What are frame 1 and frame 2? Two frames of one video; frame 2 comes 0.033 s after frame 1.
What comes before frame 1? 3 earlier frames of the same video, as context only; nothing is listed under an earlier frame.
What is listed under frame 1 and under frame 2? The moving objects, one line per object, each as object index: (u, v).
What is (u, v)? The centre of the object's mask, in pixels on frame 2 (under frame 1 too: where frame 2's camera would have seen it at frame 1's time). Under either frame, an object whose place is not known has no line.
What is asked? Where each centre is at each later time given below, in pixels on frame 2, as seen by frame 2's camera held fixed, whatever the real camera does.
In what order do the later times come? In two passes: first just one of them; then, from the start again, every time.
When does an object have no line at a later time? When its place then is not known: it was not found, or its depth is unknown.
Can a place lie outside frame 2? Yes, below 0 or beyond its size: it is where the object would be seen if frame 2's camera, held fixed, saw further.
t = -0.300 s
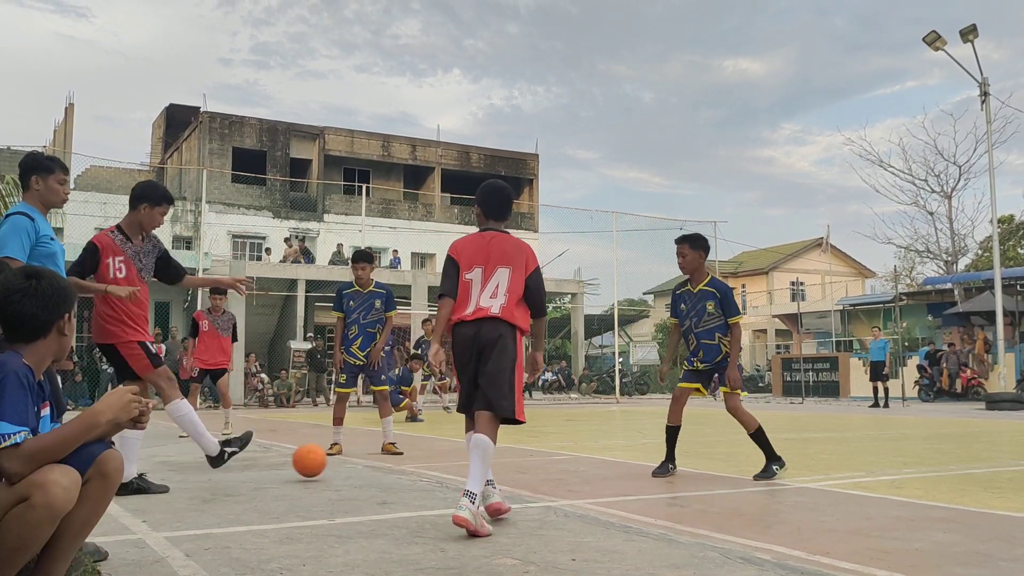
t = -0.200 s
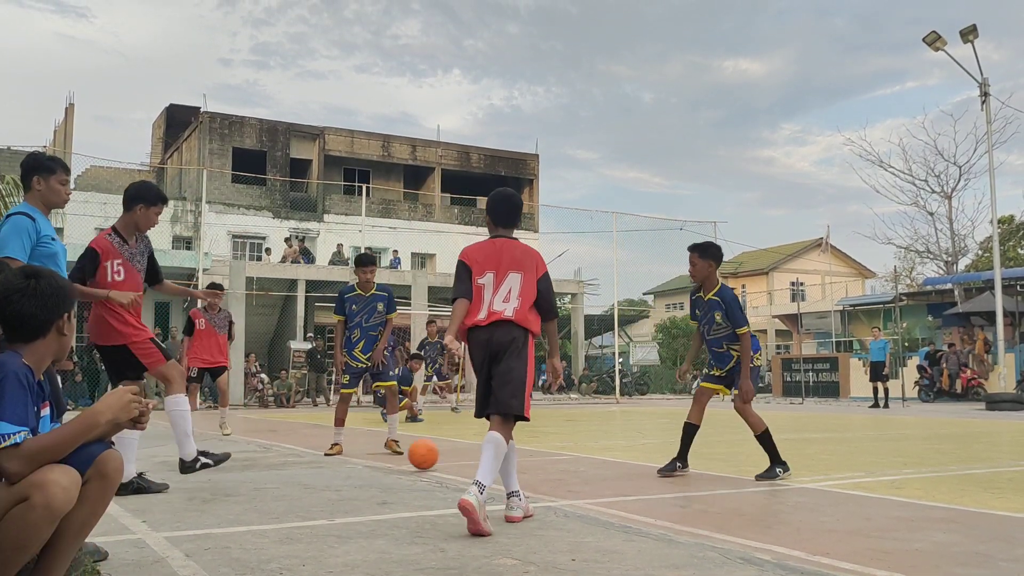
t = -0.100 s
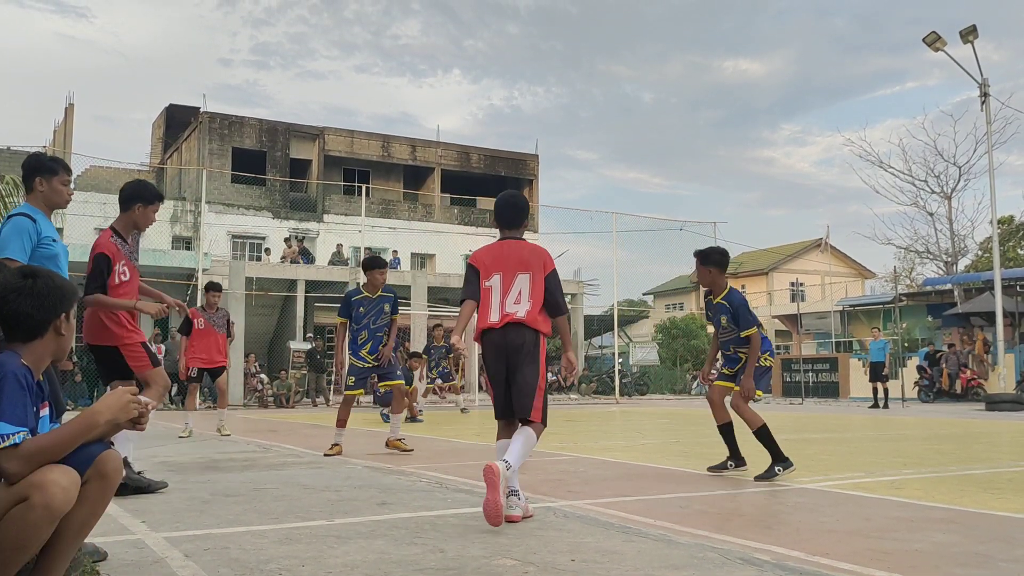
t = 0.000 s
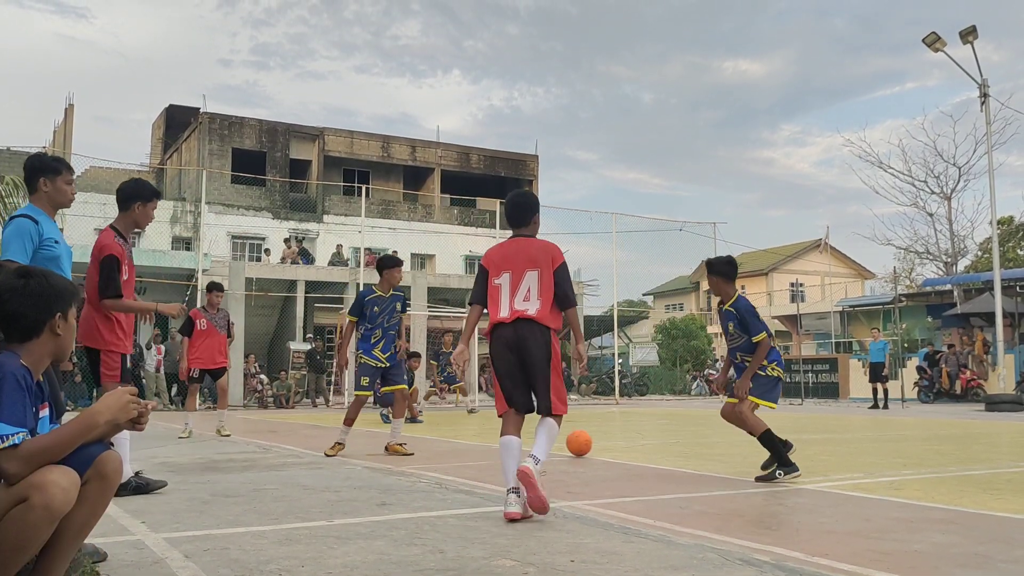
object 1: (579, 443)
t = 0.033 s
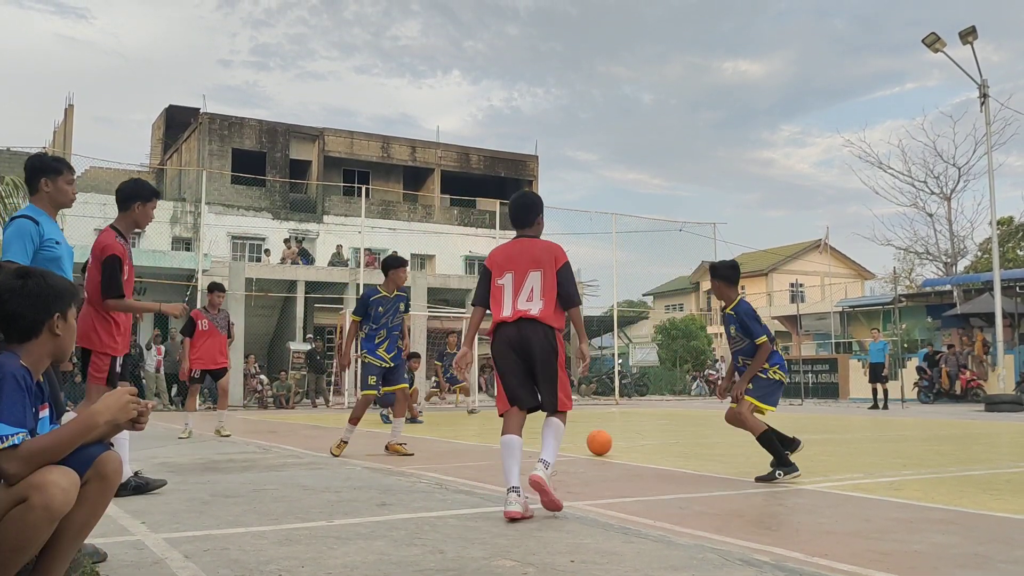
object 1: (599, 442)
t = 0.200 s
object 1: (677, 437)
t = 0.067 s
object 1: (617, 441)
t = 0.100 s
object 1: (633, 439)
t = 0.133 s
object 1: (648, 437)
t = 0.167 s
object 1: (663, 437)
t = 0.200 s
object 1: (677, 437)
